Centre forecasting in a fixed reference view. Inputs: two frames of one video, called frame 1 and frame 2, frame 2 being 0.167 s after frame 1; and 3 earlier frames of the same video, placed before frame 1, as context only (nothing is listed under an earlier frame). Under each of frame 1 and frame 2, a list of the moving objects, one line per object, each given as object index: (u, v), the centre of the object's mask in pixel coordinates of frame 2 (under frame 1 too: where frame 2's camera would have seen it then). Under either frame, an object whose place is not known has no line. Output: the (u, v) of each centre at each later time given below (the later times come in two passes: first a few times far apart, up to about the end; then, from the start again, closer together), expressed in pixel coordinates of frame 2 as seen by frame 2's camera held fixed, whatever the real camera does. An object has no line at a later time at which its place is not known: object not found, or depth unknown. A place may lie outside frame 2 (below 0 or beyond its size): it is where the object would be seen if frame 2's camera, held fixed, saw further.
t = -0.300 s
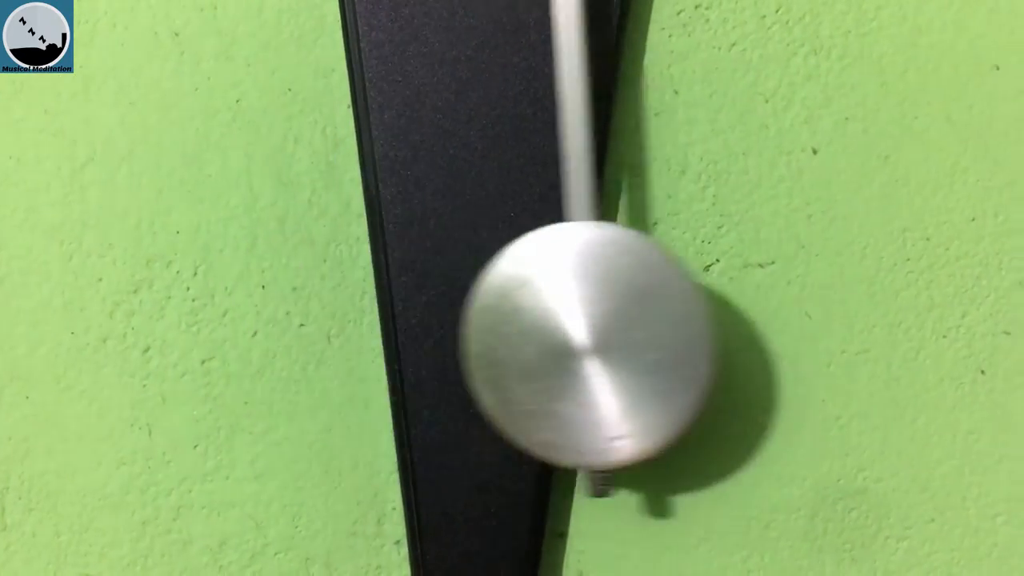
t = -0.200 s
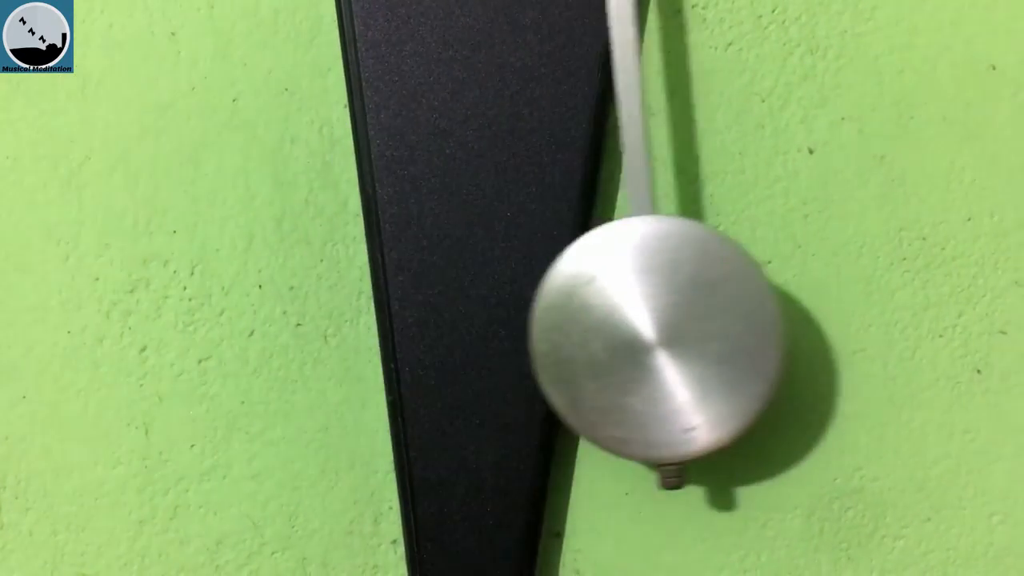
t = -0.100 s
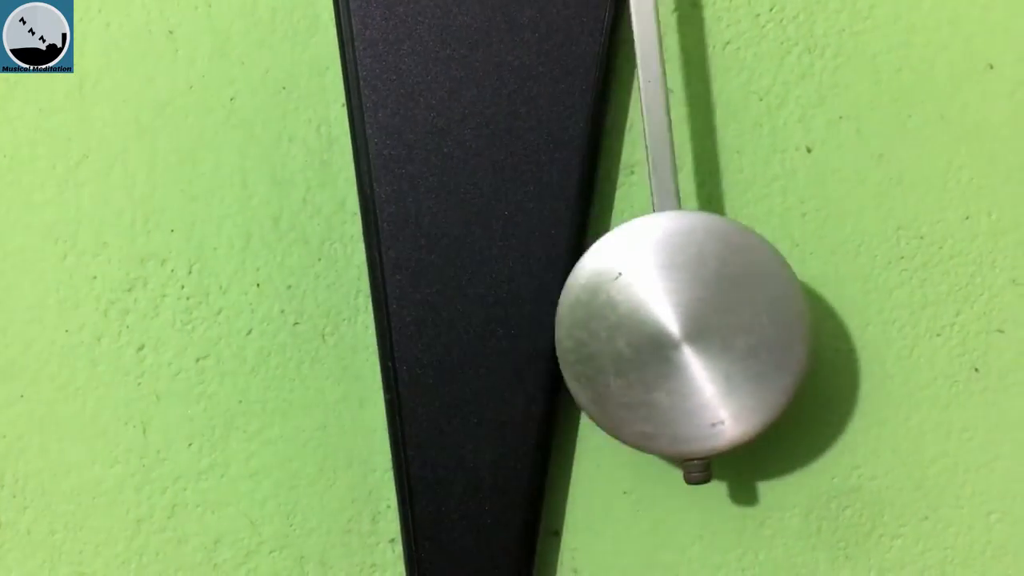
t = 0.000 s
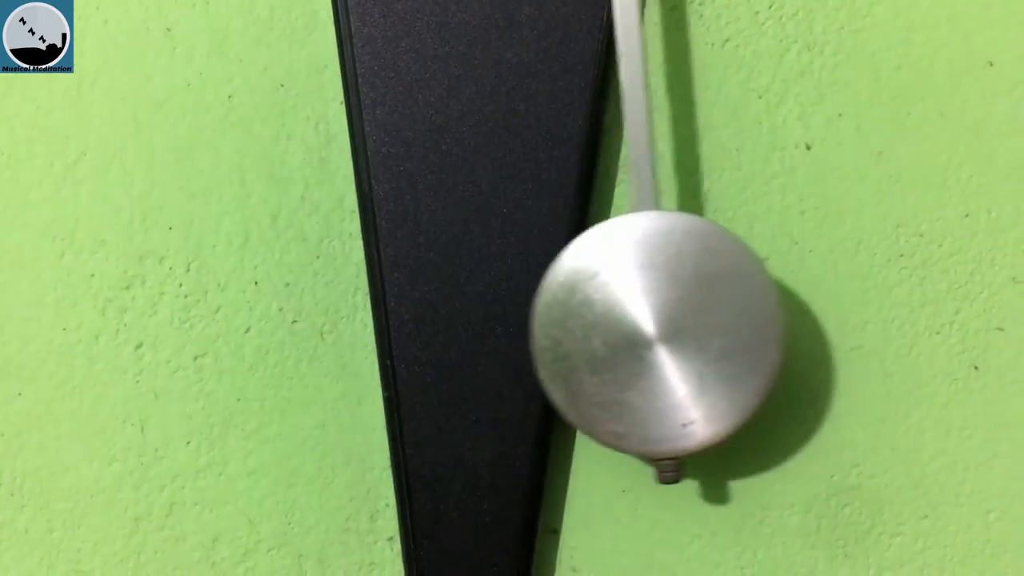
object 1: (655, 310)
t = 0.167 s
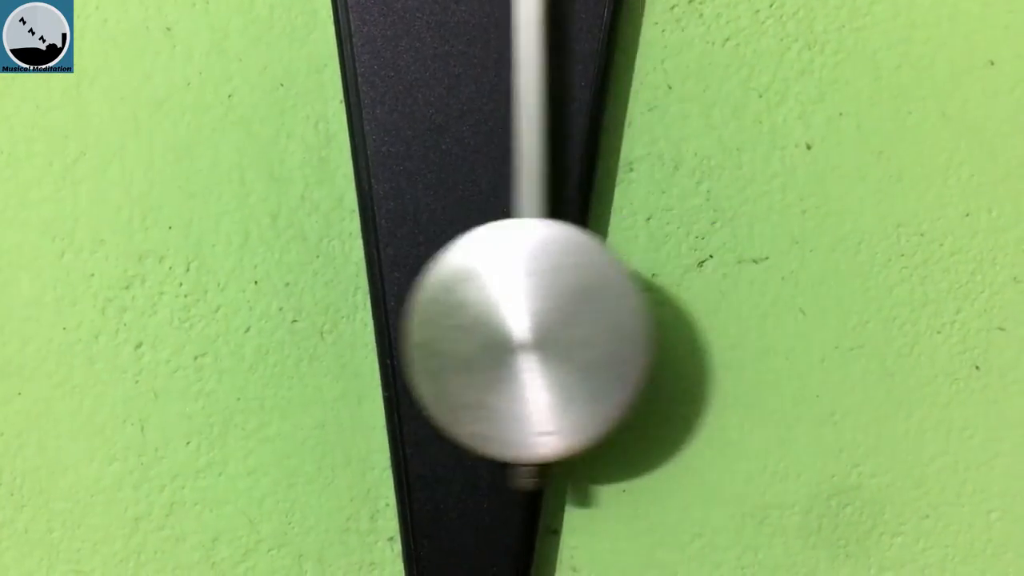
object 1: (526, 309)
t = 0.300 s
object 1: (406, 306)
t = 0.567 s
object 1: (317, 310)
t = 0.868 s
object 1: (561, 312)
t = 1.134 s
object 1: (667, 307)
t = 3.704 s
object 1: (524, 312)
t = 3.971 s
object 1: (319, 308)
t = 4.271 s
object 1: (445, 310)
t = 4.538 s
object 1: (663, 310)
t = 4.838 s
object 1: (566, 306)
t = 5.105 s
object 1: (347, 305)
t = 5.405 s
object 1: (403, 313)
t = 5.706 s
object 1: (647, 310)
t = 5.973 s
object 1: (595, 308)
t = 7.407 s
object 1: (384, 309)
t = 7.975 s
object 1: (589, 312)
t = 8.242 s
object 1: (641, 309)
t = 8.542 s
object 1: (413, 308)
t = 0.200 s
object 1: (496, 309)
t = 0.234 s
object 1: (466, 308)
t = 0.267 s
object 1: (435, 307)
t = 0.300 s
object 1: (406, 306)
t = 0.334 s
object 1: (378, 305)
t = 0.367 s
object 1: (355, 304)
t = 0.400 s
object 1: (334, 308)
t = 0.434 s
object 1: (319, 308)
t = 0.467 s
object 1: (310, 308)
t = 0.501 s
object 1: (306, 308)
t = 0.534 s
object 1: (309, 309)
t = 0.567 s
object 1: (317, 310)
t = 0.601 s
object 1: (333, 311)
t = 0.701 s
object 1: (404, 312)
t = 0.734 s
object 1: (435, 313)
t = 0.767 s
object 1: (467, 311)
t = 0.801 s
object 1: (498, 311)
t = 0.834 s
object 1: (530, 312)
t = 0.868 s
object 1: (561, 312)
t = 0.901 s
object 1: (590, 311)
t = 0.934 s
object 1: (616, 310)
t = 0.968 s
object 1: (638, 310)
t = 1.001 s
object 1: (655, 309)
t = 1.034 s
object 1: (667, 308)
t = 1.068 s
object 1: (673, 307)
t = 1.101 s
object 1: (673, 307)
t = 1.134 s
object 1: (667, 307)
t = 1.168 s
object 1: (656, 308)
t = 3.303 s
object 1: (629, 308)
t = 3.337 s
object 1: (650, 308)
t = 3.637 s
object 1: (587, 309)
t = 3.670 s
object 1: (557, 312)
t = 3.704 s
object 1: (524, 312)
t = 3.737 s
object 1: (493, 311)
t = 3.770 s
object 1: (461, 309)
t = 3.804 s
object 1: (430, 309)
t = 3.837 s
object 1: (401, 307)
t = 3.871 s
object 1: (373, 308)
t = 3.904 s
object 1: (350, 308)
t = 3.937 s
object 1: (332, 308)
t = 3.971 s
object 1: (319, 308)
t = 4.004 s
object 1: (311, 307)
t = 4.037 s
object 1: (310, 308)
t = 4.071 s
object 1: (314, 308)
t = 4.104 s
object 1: (325, 308)
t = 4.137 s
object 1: (341, 309)
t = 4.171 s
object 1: (361, 308)
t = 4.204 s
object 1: (386, 309)
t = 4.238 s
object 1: (415, 309)
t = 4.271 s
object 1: (445, 310)
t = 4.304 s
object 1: (477, 311)
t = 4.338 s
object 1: (506, 312)
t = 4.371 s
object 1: (539, 312)
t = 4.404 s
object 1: (570, 312)
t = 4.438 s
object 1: (599, 312)
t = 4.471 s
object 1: (625, 311)
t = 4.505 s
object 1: (646, 311)
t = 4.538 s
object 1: (663, 310)
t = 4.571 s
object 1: (673, 310)
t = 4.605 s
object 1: (678, 309)
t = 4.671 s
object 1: (670, 308)
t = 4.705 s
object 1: (658, 308)
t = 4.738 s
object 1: (640, 309)
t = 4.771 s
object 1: (619, 308)
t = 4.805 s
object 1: (593, 307)
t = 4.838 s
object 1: (566, 306)
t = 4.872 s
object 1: (536, 307)
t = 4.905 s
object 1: (505, 307)
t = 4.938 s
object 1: (477, 306)
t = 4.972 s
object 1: (447, 307)
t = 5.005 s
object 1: (418, 306)
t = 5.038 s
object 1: (392, 305)
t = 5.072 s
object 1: (367, 305)
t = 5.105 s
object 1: (347, 305)
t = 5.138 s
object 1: (330, 308)
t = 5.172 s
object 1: (319, 308)
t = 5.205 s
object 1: (314, 309)
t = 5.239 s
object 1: (315, 310)
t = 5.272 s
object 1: (322, 311)
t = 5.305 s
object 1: (335, 311)
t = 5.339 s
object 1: (353, 313)
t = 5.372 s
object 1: (376, 311)
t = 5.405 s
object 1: (403, 313)
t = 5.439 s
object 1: (432, 314)
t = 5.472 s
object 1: (463, 312)
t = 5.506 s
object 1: (494, 311)
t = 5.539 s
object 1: (524, 312)
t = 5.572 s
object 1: (555, 312)
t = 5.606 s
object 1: (583, 310)
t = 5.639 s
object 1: (608, 309)
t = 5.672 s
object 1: (630, 310)
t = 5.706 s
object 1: (647, 310)
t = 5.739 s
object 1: (659, 308)
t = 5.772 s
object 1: (666, 307)
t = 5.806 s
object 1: (667, 307)
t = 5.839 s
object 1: (662, 307)
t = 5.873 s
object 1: (653, 307)
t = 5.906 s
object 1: (638, 308)
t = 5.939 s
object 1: (618, 308)
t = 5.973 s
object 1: (595, 308)
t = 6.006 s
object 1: (569, 308)
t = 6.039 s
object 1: (540, 309)
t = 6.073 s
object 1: (511, 311)
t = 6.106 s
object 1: (482, 310)
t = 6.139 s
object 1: (453, 310)
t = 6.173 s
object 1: (424, 310)
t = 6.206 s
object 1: (398, 306)
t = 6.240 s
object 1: (373, 310)
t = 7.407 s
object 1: (384, 309)
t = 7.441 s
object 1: (362, 310)
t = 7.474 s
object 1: (345, 311)
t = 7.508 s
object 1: (332, 311)
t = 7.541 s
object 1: (325, 312)
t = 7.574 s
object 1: (323, 312)
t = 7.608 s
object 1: (327, 312)
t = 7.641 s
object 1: (337, 312)
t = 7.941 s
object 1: (563, 312)
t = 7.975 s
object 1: (589, 312)
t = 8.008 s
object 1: (612, 311)
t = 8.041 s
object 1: (631, 310)
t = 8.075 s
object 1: (646, 310)
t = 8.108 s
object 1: (656, 309)
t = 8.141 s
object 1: (661, 309)
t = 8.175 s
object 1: (660, 309)
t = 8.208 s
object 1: (653, 308)
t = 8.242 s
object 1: (641, 309)
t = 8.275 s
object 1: (625, 309)
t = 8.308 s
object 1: (605, 309)
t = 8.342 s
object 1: (580, 310)
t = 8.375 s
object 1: (554, 309)
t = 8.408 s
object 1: (526, 311)
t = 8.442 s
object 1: (497, 311)
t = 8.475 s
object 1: (470, 310)
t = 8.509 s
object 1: (441, 310)
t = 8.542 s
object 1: (413, 308)
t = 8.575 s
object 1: (387, 309)
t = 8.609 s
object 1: (364, 310)
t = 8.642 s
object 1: (345, 310)
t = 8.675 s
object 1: (331, 310)
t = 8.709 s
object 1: (322, 310)
